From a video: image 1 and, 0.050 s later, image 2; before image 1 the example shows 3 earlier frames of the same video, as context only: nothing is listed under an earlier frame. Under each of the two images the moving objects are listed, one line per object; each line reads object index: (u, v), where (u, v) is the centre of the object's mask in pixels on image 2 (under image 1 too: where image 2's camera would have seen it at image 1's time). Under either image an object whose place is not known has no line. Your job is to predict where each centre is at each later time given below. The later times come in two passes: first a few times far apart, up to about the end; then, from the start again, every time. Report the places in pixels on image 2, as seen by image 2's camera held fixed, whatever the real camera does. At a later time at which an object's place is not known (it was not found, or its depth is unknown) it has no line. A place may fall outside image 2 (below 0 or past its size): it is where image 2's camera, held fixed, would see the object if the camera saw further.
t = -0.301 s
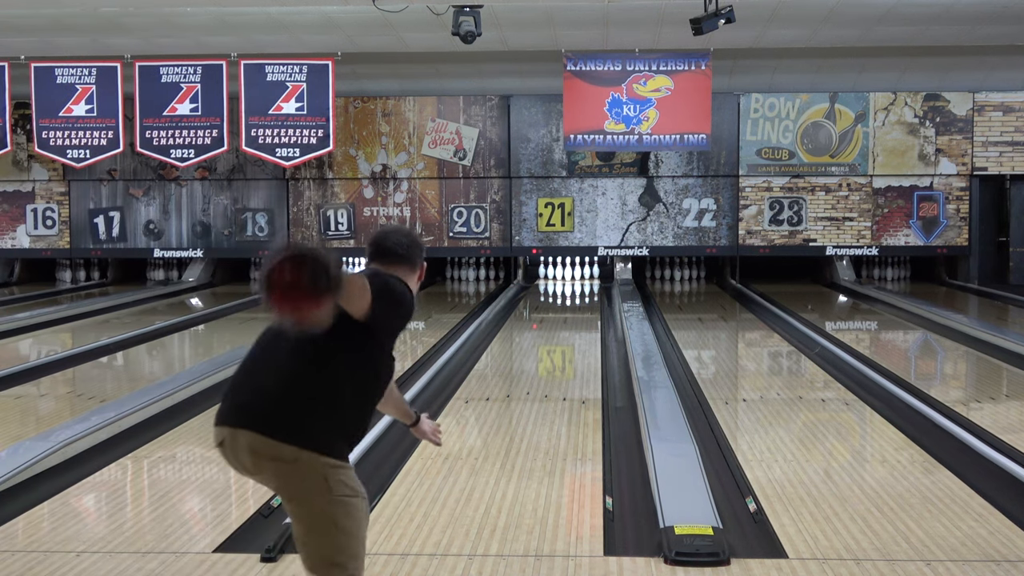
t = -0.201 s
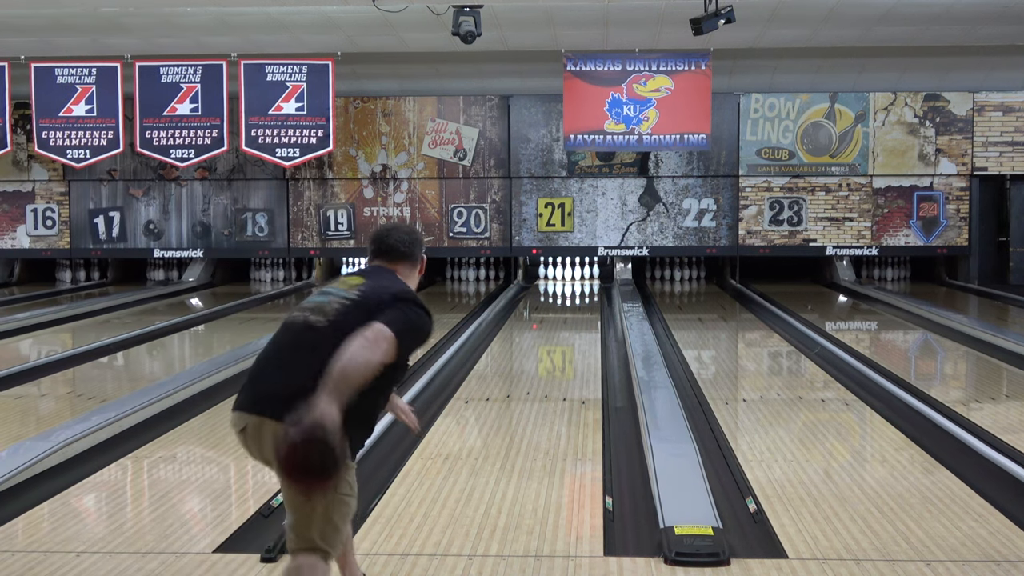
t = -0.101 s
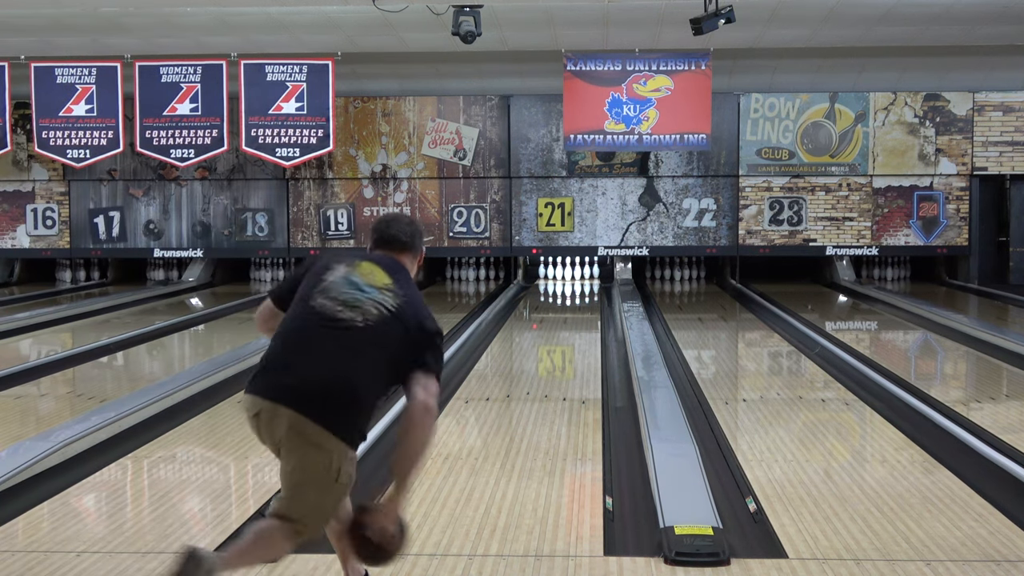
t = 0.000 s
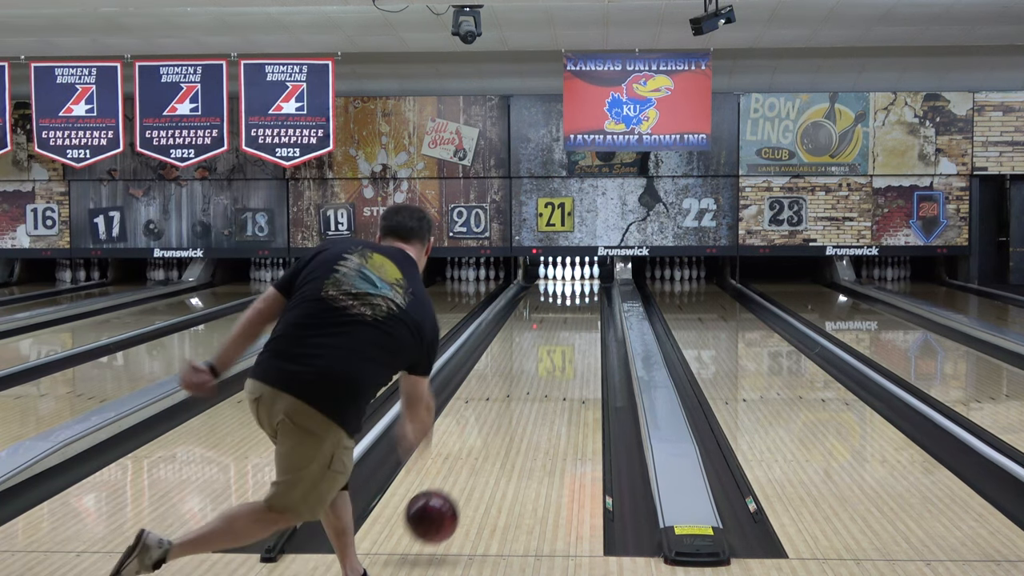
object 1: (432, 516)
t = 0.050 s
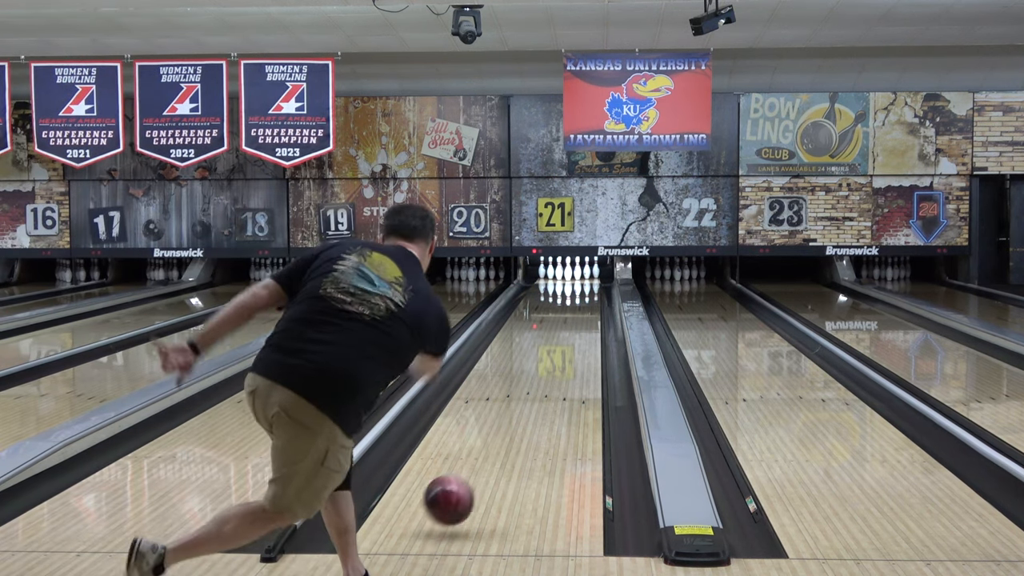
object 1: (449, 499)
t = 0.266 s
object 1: (501, 437)
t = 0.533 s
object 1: (539, 383)
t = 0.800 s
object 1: (561, 349)
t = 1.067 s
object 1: (576, 325)
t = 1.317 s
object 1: (584, 309)
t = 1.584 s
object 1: (590, 295)
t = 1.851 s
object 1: (588, 285)
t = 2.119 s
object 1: (578, 277)
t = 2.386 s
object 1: (576, 273)
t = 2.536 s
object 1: (580, 271)
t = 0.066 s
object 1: (454, 496)
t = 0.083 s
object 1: (459, 492)
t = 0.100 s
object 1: (464, 490)
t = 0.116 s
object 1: (468, 484)
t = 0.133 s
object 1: (472, 478)
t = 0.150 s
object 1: (476, 472)
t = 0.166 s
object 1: (481, 466)
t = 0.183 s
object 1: (484, 462)
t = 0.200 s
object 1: (488, 457)
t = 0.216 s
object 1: (491, 451)
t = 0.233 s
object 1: (495, 447)
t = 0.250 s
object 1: (498, 442)
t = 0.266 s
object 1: (501, 437)
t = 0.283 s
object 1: (504, 433)
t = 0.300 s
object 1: (507, 429)
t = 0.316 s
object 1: (510, 425)
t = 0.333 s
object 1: (513, 421)
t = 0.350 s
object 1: (515, 417)
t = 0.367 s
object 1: (517, 413)
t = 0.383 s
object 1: (520, 410)
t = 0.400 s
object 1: (523, 406)
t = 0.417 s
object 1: (525, 403)
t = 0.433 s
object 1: (527, 400)
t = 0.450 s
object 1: (529, 397)
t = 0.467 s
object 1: (531, 394)
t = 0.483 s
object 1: (533, 391)
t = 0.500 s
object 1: (535, 388)
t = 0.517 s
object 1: (537, 385)
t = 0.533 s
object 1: (539, 383)
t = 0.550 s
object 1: (540, 380)
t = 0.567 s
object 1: (542, 378)
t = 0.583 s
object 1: (544, 375)
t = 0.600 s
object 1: (546, 373)
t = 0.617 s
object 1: (547, 371)
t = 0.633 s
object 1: (548, 368)
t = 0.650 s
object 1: (550, 366)
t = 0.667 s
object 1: (551, 364)
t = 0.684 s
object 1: (553, 362)
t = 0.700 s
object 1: (554, 360)
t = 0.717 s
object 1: (555, 358)
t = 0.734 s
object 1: (556, 356)
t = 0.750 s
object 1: (558, 354)
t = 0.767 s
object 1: (559, 352)
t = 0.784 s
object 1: (560, 350)
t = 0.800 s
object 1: (561, 349)
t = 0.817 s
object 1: (562, 347)
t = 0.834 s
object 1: (563, 345)
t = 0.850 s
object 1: (565, 344)
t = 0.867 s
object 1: (566, 342)
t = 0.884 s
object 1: (567, 340)
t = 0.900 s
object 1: (568, 339)
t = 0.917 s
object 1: (569, 337)
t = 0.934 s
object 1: (569, 336)
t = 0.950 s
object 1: (570, 334)
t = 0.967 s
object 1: (571, 333)
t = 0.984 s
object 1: (572, 331)
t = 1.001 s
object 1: (573, 330)
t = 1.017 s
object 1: (574, 329)
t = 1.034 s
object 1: (574, 327)
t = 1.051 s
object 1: (575, 326)
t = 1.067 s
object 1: (576, 325)
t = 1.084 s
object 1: (576, 324)
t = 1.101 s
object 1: (578, 322)
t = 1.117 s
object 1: (578, 322)
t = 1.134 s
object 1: (579, 320)
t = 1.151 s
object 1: (579, 319)
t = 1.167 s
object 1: (580, 318)
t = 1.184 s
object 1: (581, 317)
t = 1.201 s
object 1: (581, 316)
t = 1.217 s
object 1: (582, 315)
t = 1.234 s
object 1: (583, 314)
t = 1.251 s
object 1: (583, 313)
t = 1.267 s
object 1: (583, 312)
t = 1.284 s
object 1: (584, 311)
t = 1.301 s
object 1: (585, 309)
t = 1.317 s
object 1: (584, 309)
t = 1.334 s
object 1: (585, 308)
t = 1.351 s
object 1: (586, 307)
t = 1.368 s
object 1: (586, 306)
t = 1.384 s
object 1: (587, 305)
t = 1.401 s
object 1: (587, 304)
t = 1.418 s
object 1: (587, 303)
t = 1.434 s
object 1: (588, 302)
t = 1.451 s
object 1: (589, 301)
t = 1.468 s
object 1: (589, 301)
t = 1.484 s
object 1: (589, 301)
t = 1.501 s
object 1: (589, 299)
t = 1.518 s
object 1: (590, 298)
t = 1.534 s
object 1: (590, 297)
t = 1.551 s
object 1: (590, 297)
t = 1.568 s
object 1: (590, 296)
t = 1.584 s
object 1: (590, 295)
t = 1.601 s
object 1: (591, 294)
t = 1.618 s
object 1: (591, 294)
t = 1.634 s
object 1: (590, 293)
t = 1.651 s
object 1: (591, 292)
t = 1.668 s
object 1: (591, 292)
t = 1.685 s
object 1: (591, 291)
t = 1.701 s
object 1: (590, 291)
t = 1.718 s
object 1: (590, 290)
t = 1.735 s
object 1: (590, 290)
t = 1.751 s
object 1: (590, 289)
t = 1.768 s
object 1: (590, 288)
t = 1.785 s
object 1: (590, 288)
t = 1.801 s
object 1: (589, 287)
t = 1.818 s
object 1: (589, 286)
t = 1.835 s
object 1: (589, 286)
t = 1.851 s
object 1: (588, 285)
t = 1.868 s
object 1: (588, 285)
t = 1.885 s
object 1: (587, 285)
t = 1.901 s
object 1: (587, 284)
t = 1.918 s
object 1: (586, 283)
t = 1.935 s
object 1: (586, 283)
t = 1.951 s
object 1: (585, 282)
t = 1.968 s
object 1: (585, 281)
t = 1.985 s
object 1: (584, 281)
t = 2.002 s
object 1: (584, 280)
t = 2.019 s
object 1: (583, 280)
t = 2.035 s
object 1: (582, 280)
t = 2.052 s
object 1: (581, 279)
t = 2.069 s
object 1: (580, 279)
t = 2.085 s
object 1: (579, 278)
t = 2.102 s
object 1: (579, 278)
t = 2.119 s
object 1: (578, 277)
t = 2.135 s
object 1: (577, 277)
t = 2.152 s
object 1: (577, 277)
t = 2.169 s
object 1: (576, 276)
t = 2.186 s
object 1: (575, 276)
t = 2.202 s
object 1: (575, 275)
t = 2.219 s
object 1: (575, 274)
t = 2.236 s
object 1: (575, 275)
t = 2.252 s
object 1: (575, 274)
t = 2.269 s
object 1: (575, 274)
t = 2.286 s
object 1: (575, 274)
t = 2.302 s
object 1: (576, 272)
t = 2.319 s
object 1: (575, 273)
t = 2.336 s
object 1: (575, 273)
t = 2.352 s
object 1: (575, 273)
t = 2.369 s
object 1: (576, 273)
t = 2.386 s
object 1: (576, 273)
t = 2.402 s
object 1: (577, 273)
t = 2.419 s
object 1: (578, 272)
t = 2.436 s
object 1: (578, 272)
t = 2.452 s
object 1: (578, 271)
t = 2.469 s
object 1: (578, 272)
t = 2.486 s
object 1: (579, 272)
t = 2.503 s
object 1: (579, 272)
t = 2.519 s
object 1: (579, 272)
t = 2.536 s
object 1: (580, 271)
